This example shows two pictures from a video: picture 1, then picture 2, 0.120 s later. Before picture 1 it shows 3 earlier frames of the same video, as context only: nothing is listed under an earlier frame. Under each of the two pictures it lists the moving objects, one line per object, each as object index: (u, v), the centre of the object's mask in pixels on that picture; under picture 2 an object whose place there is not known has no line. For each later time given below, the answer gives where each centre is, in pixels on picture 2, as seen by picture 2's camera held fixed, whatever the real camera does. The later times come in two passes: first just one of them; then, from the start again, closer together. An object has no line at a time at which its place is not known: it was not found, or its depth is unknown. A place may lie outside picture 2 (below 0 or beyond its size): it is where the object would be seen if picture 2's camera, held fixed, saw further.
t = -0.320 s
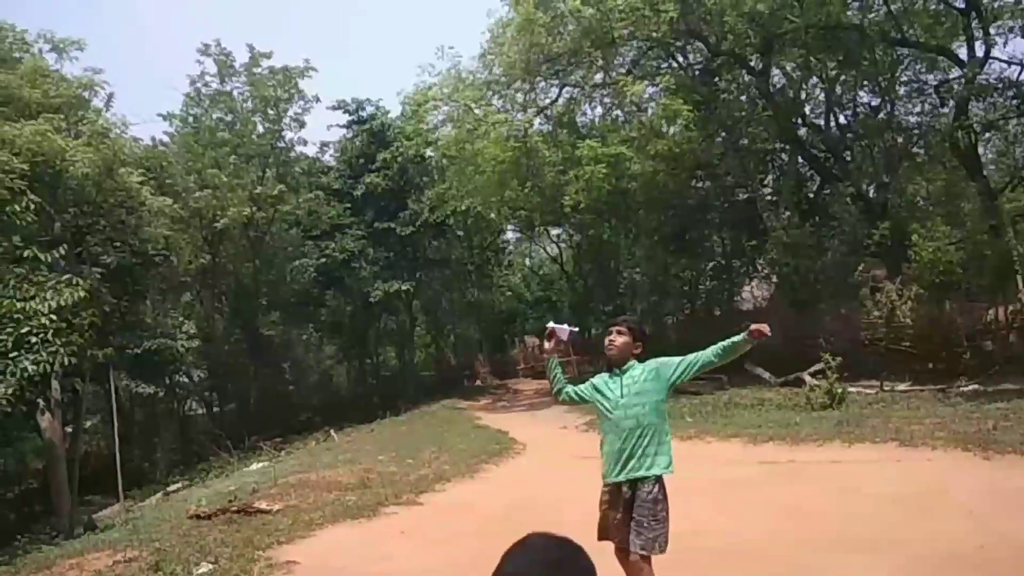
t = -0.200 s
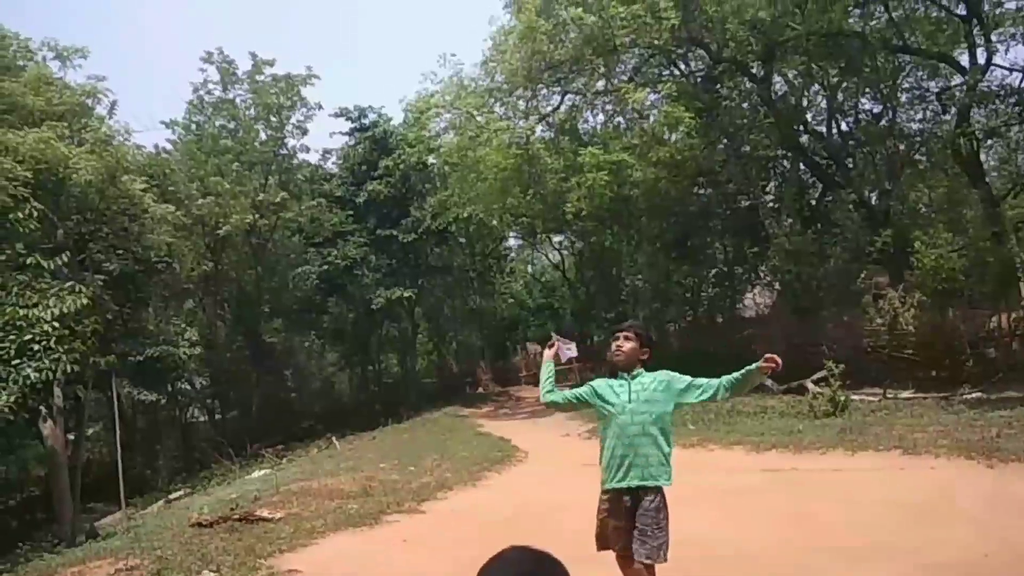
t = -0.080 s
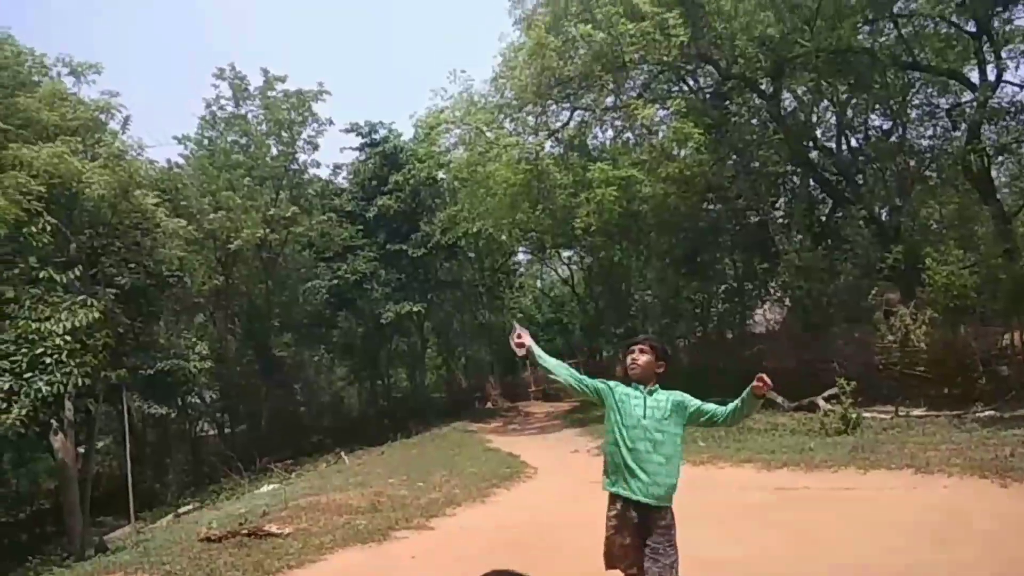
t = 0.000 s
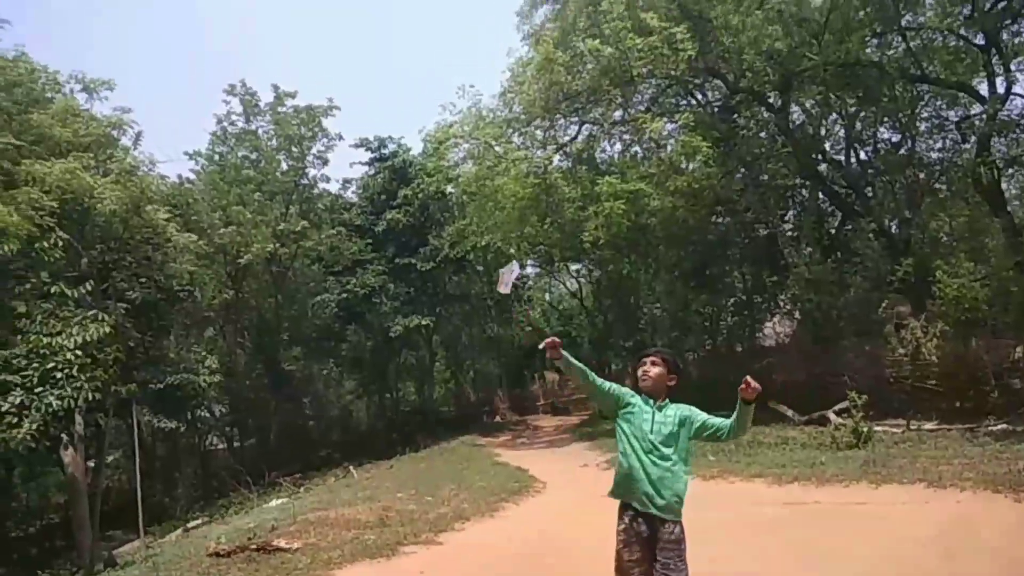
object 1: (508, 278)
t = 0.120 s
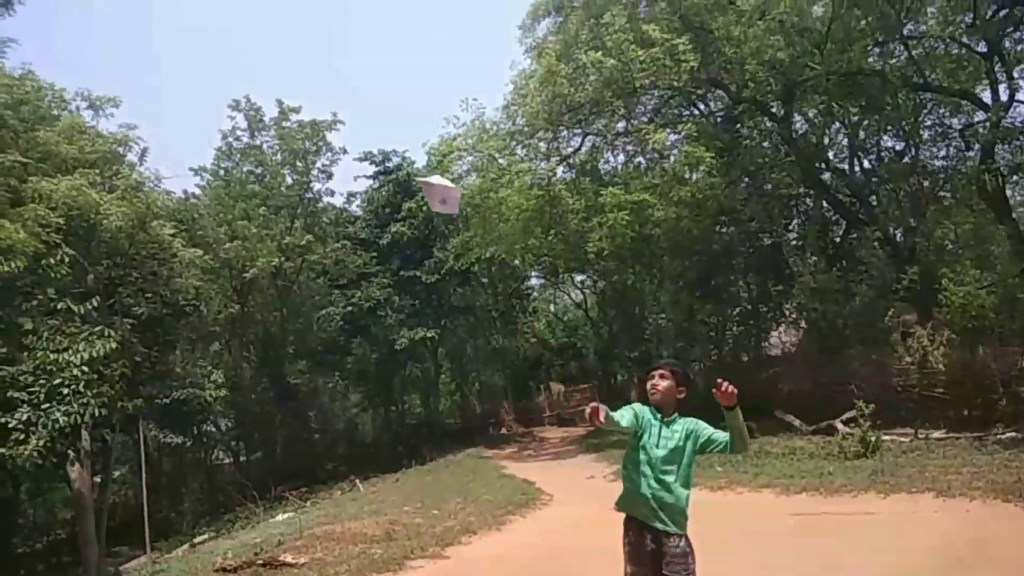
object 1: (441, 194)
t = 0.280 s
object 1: (213, 101)
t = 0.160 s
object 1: (384, 158)
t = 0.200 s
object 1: (332, 133)
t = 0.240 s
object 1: (262, 111)
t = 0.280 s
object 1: (213, 101)
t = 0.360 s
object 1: (106, 101)
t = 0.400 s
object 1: (75, 109)
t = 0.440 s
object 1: (51, 120)
